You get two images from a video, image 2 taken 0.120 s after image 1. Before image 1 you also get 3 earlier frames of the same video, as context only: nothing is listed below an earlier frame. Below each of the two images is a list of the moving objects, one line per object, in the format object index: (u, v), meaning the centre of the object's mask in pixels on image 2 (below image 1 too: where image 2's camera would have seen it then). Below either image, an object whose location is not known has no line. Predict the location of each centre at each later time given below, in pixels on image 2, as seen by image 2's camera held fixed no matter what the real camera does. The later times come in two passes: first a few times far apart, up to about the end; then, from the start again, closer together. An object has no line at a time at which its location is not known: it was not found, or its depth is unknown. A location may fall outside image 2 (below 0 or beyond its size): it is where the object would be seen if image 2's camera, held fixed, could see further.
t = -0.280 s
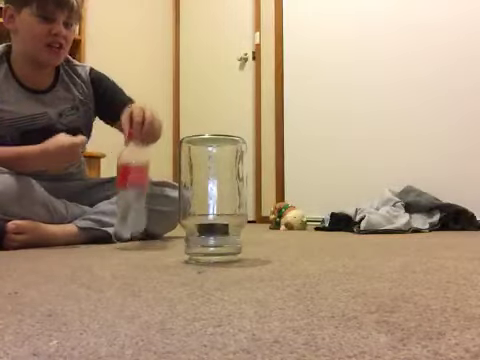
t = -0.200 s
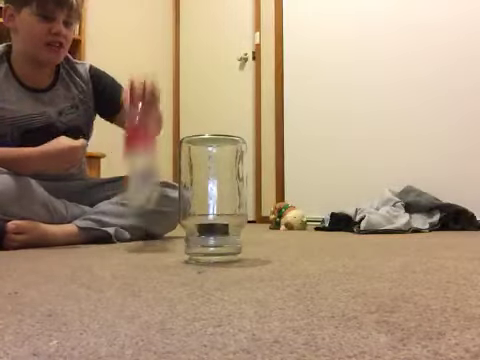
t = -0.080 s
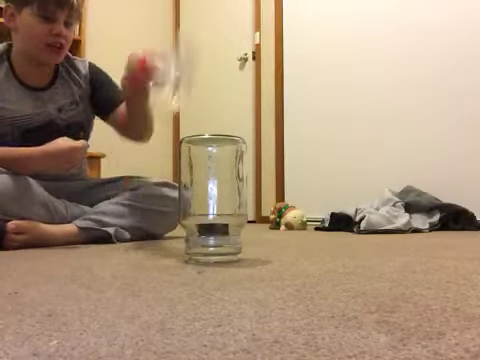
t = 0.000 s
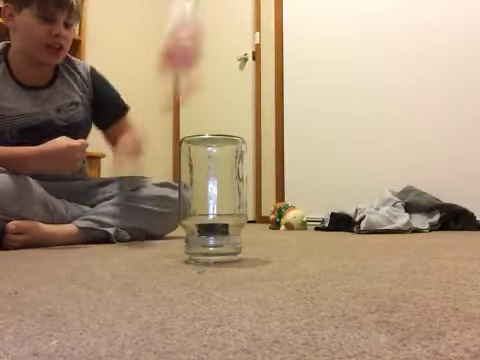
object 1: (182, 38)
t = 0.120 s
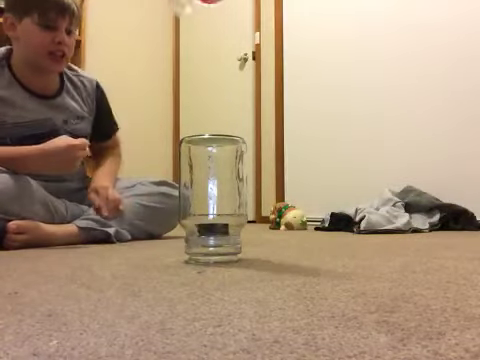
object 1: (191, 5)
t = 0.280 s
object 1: (224, 59)
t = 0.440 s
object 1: (261, 123)
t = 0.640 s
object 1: (300, 185)
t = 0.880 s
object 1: (401, 252)
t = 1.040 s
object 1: (405, 252)
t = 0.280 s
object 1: (224, 59)
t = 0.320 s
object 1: (234, 74)
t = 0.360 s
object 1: (246, 80)
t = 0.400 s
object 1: (258, 96)
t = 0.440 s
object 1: (261, 123)
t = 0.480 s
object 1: (266, 135)
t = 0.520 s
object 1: (269, 149)
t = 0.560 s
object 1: (278, 183)
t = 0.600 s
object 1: (287, 189)
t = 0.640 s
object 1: (300, 185)
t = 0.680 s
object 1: (316, 185)
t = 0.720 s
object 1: (343, 191)
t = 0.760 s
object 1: (371, 211)
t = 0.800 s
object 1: (392, 251)
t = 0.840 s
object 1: (399, 252)
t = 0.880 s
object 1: (401, 252)
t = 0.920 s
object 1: (402, 252)
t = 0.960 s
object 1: (404, 253)
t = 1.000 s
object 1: (405, 252)
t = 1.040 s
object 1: (405, 252)
